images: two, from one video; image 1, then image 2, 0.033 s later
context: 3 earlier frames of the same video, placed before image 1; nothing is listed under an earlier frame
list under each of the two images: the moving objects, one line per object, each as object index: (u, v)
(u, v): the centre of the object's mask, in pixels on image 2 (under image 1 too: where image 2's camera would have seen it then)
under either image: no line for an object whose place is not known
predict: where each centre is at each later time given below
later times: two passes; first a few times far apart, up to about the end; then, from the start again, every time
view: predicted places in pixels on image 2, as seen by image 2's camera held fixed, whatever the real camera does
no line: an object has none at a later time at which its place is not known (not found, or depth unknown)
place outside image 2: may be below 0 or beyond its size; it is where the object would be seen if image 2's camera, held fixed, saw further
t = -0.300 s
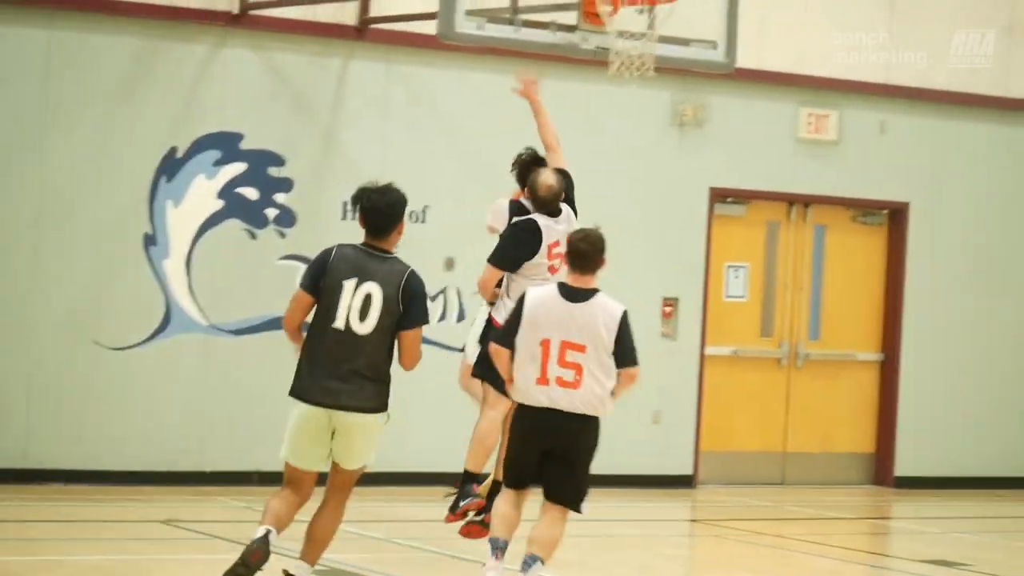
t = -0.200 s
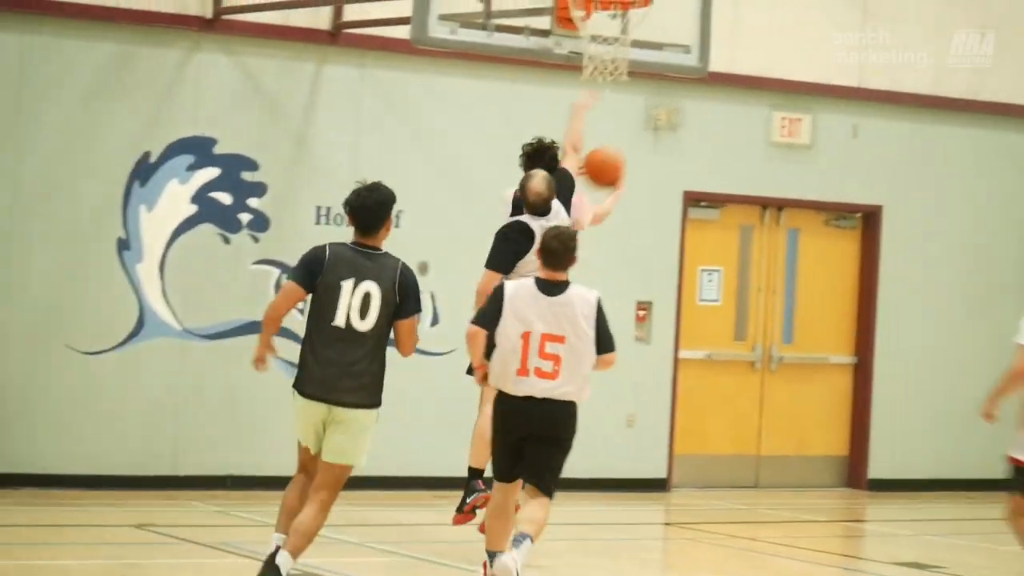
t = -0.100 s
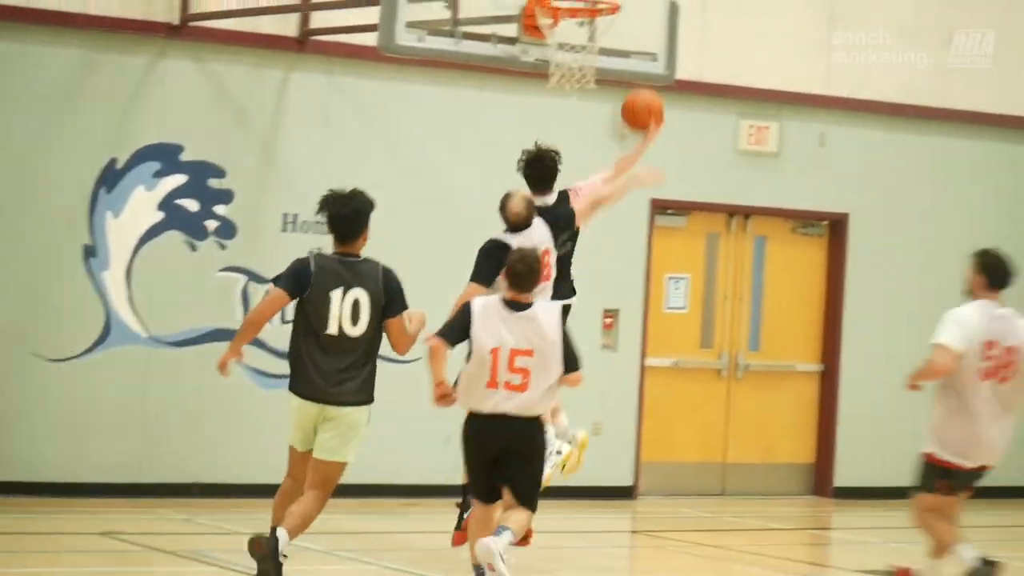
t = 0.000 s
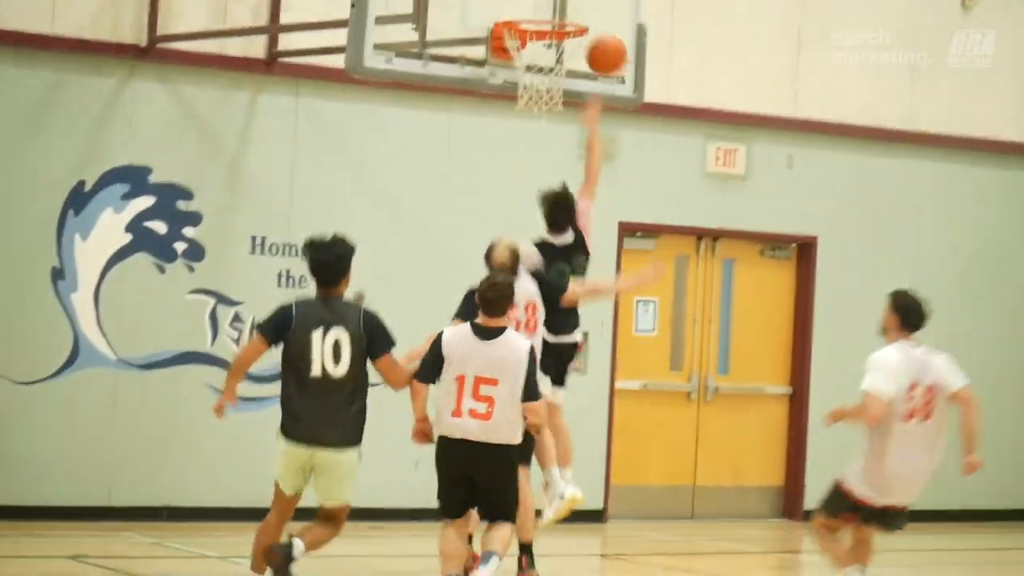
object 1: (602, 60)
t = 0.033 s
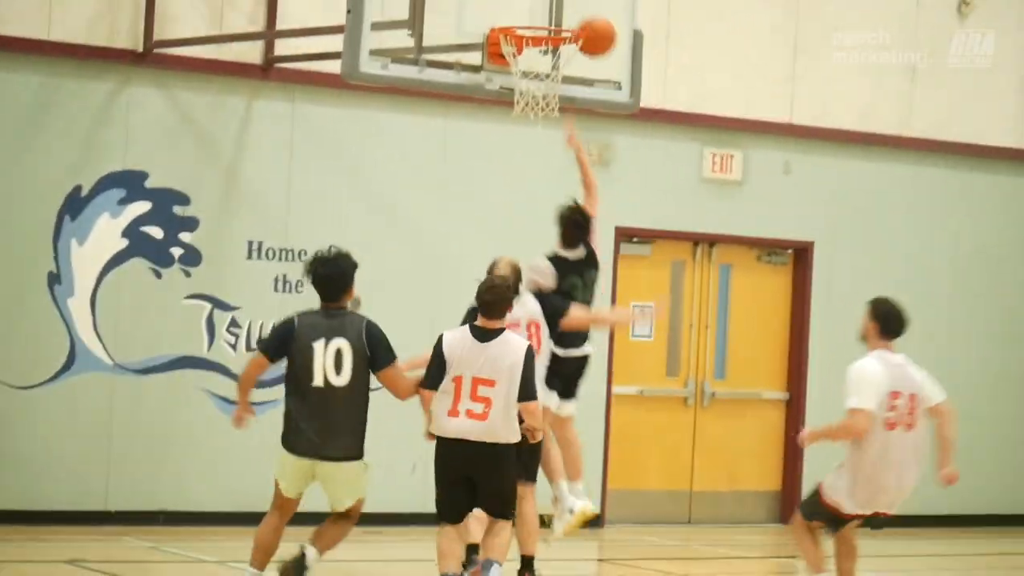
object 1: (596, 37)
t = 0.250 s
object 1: (563, -32)
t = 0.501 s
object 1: (549, 2)
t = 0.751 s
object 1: (544, 8)
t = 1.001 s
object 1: (529, 5)
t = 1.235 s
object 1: (544, 30)
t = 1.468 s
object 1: (552, 141)
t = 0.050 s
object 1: (592, 25)
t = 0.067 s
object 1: (587, 14)
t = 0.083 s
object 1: (583, 6)
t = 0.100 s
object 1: (579, 0)
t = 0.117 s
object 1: (574, -6)
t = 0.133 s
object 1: (569, -12)
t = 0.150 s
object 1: (567, -16)
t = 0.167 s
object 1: (566, -19)
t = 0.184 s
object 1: (567, -23)
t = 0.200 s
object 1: (566, -25)
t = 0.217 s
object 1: (565, -27)
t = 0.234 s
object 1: (564, -30)
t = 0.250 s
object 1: (563, -32)
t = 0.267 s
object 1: (563, -35)
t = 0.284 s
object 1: (562, -38)
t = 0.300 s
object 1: (561, -40)
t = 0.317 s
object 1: (560, -42)
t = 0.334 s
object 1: (559, -42)
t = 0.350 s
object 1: (559, -41)
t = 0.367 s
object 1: (557, -38)
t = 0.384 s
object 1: (557, -35)
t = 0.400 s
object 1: (556, -31)
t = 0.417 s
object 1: (555, -27)
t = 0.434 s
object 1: (553, -22)
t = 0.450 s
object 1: (552, -16)
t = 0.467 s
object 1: (551, -10)
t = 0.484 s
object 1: (550, -5)
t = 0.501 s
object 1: (549, 2)
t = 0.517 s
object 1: (547, 9)
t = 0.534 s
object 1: (547, 12)
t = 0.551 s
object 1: (547, 12)
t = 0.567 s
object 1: (547, 10)
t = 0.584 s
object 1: (548, 11)
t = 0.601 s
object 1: (548, 11)
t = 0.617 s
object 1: (548, 12)
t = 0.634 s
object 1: (548, 10)
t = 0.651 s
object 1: (548, 12)
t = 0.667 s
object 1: (548, 13)
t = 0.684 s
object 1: (548, 22)
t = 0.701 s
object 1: (548, 23)
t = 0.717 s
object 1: (546, 12)
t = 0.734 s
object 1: (545, 12)
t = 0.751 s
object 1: (544, 8)
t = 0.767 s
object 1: (543, 6)
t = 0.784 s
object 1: (542, 4)
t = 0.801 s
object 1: (540, 2)
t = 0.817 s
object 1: (539, 0)
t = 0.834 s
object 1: (538, -1)
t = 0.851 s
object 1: (537, -1)
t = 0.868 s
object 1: (535, -1)
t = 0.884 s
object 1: (534, -1)
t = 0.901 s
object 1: (532, 1)
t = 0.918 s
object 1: (531, 2)
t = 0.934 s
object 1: (530, 4)
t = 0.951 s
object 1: (528, 6)
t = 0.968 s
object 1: (527, 8)
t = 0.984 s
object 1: (528, 7)
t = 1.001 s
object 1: (529, 5)
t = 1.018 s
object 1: (530, 4)
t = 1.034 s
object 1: (531, 3)
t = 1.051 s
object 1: (533, 2)
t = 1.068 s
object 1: (534, 2)
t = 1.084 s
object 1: (535, 3)
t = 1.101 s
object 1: (536, 3)
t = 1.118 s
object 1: (537, 5)
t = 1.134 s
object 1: (538, 6)
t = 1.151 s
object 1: (539, 8)
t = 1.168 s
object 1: (541, 9)
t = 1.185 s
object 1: (542, 11)
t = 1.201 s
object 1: (543, 14)
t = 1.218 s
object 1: (543, 25)
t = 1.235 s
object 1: (544, 30)
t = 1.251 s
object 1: (546, 35)
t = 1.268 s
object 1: (546, 42)
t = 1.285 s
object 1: (547, 50)
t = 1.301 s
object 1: (548, 56)
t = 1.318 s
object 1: (549, 63)
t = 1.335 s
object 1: (550, 69)
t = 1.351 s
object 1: (551, 74)
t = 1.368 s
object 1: (552, 88)
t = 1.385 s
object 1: (552, 95)
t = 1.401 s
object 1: (552, 104)
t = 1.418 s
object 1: (551, 114)
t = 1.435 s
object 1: (552, 120)
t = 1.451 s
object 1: (551, 130)
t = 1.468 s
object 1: (552, 141)
